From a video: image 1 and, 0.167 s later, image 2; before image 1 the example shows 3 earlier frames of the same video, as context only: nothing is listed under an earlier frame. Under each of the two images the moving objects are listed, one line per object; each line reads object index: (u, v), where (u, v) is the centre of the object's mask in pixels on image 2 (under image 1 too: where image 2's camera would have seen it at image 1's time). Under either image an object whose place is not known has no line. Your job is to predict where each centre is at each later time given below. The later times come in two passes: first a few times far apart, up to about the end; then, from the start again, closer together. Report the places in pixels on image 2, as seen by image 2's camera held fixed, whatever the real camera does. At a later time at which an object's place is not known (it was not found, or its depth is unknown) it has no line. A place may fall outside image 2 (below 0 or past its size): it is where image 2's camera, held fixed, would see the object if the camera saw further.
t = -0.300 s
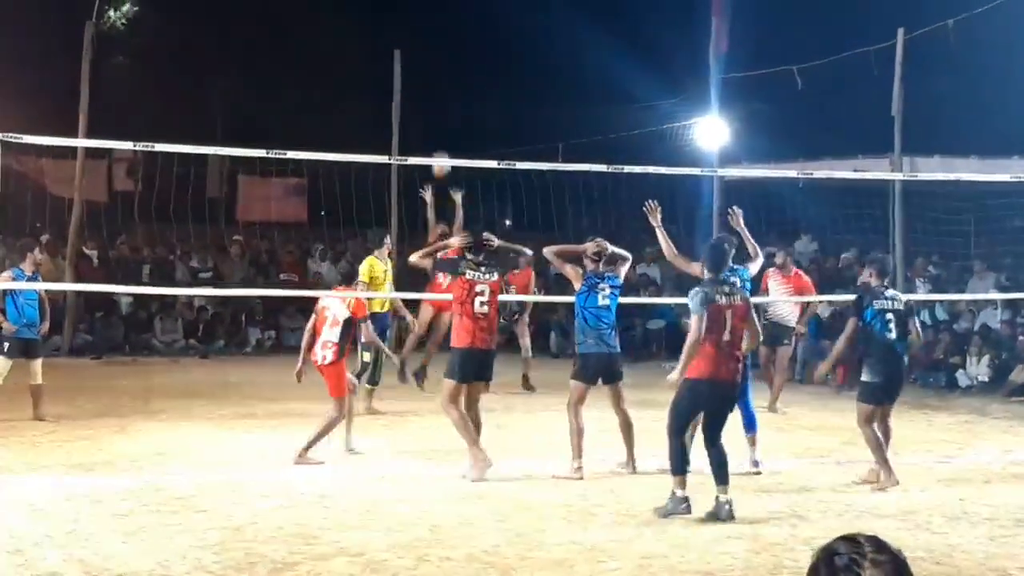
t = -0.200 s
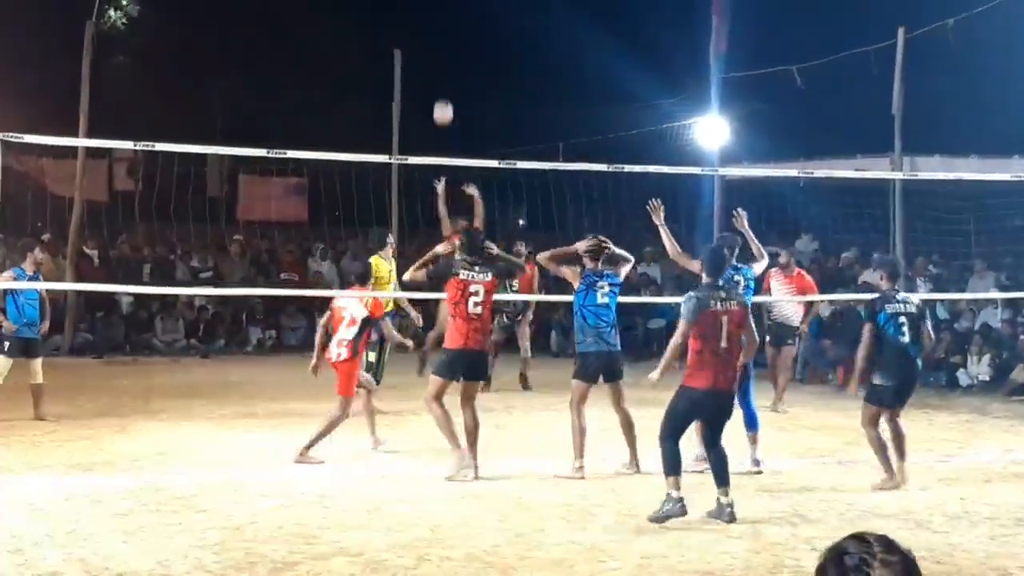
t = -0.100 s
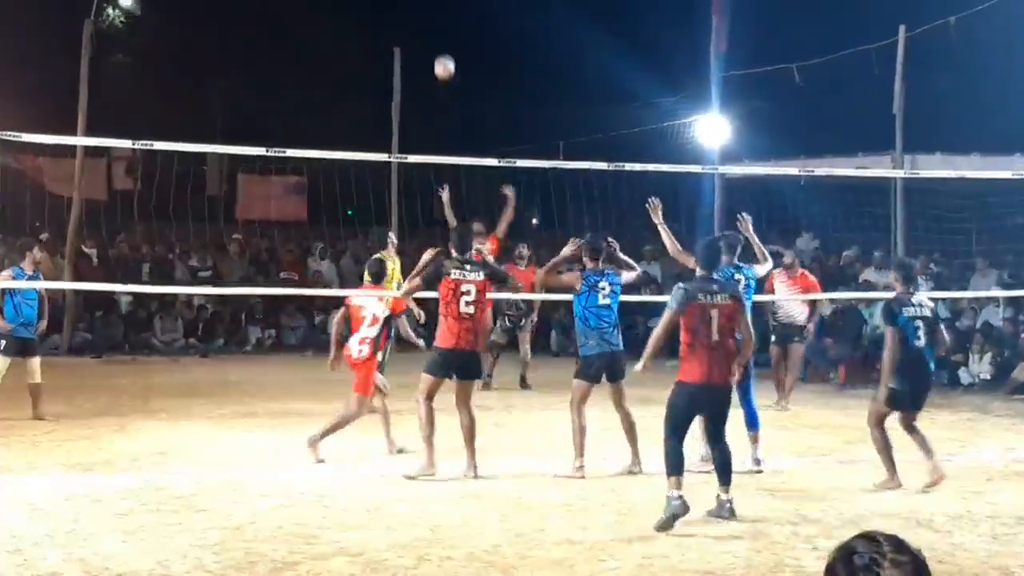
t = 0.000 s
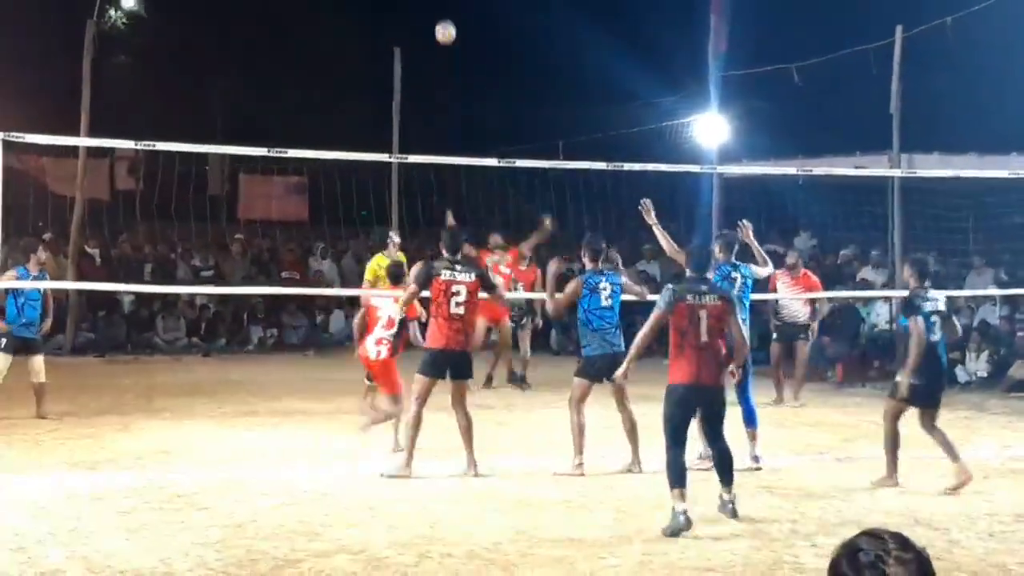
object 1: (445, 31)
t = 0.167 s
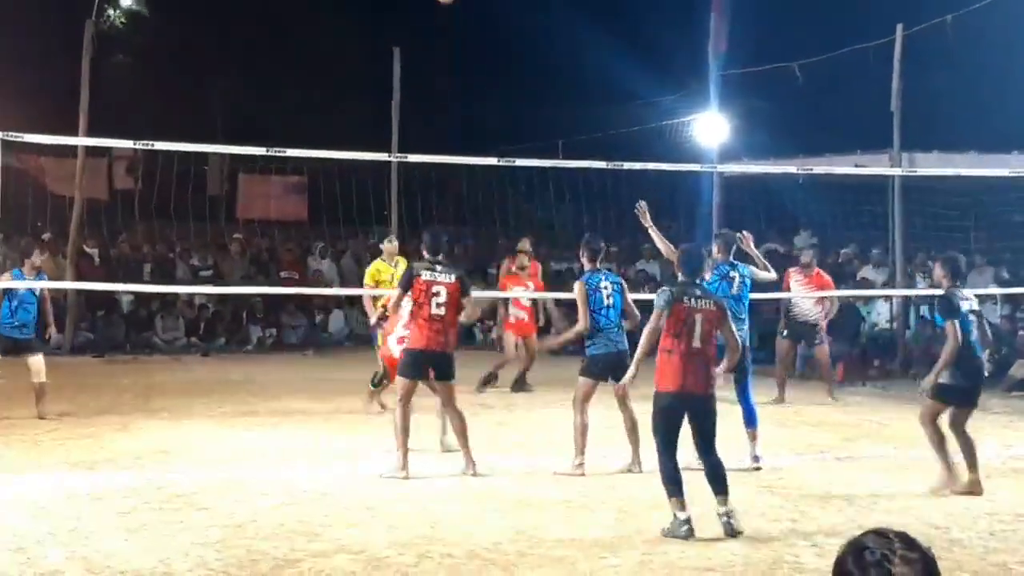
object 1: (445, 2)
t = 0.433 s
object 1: (445, -8)
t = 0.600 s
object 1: (446, 15)
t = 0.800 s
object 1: (446, 96)
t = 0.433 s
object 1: (445, -8)
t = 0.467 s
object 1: (445, -7)
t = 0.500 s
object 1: (446, -5)
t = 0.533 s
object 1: (445, -2)
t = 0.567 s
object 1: (446, 6)
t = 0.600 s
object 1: (446, 15)
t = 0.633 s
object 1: (446, 25)
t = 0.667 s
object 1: (446, 37)
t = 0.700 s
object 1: (446, 50)
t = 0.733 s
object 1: (446, 64)
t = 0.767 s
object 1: (446, 79)
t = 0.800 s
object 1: (446, 96)
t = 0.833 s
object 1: (446, 114)
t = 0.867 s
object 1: (446, 133)
